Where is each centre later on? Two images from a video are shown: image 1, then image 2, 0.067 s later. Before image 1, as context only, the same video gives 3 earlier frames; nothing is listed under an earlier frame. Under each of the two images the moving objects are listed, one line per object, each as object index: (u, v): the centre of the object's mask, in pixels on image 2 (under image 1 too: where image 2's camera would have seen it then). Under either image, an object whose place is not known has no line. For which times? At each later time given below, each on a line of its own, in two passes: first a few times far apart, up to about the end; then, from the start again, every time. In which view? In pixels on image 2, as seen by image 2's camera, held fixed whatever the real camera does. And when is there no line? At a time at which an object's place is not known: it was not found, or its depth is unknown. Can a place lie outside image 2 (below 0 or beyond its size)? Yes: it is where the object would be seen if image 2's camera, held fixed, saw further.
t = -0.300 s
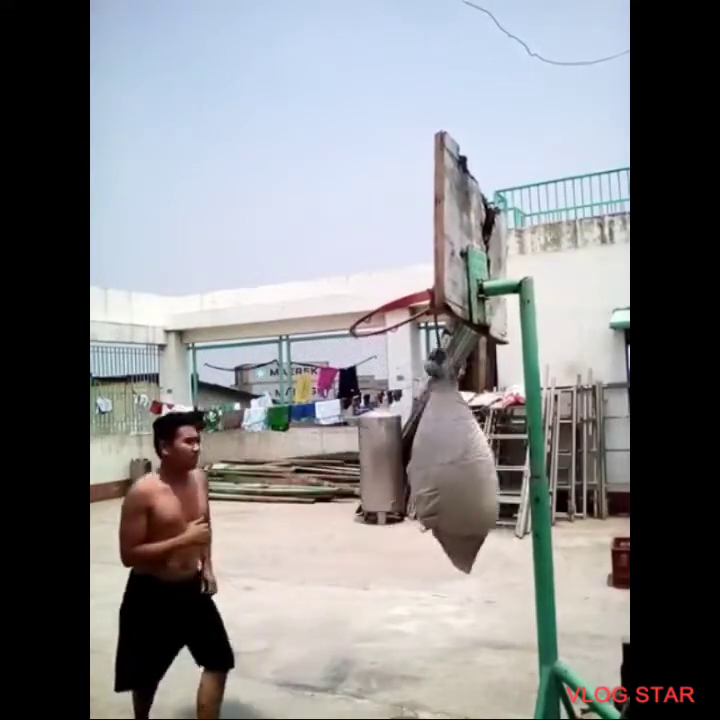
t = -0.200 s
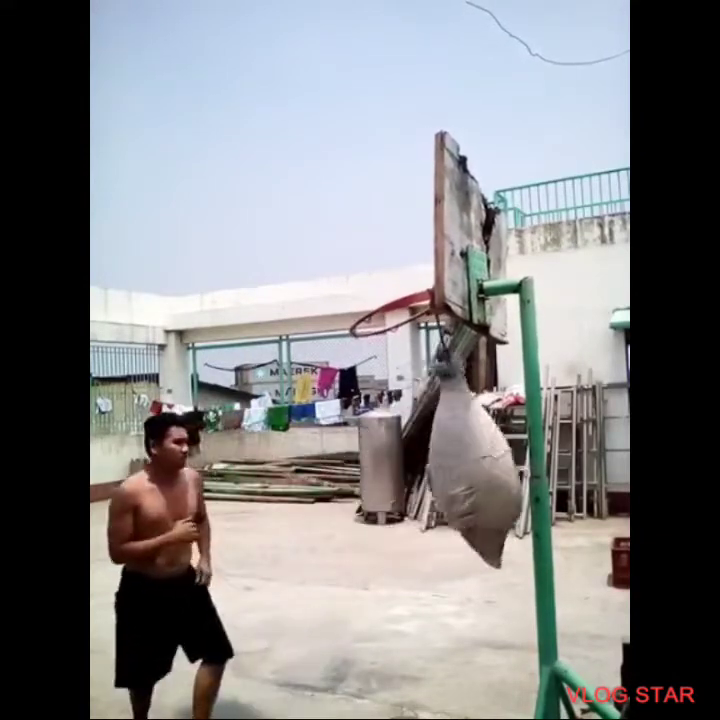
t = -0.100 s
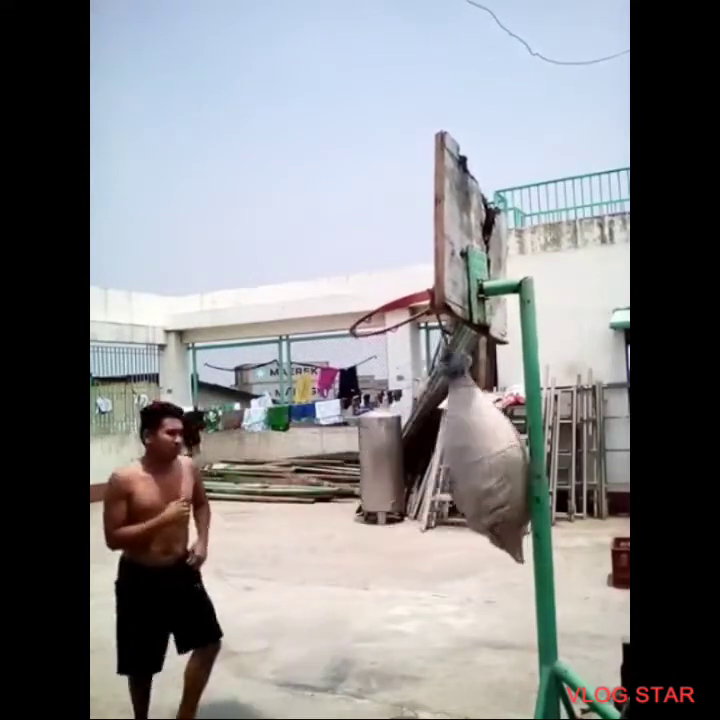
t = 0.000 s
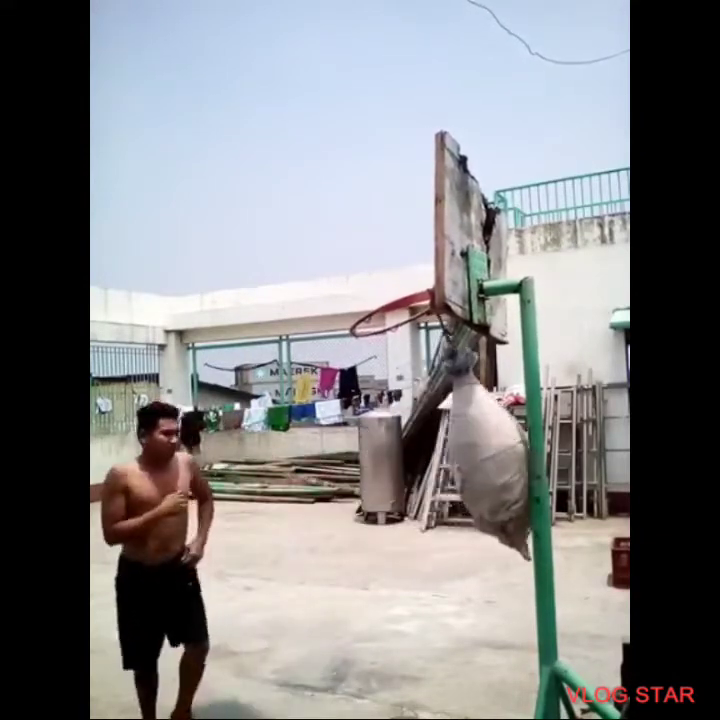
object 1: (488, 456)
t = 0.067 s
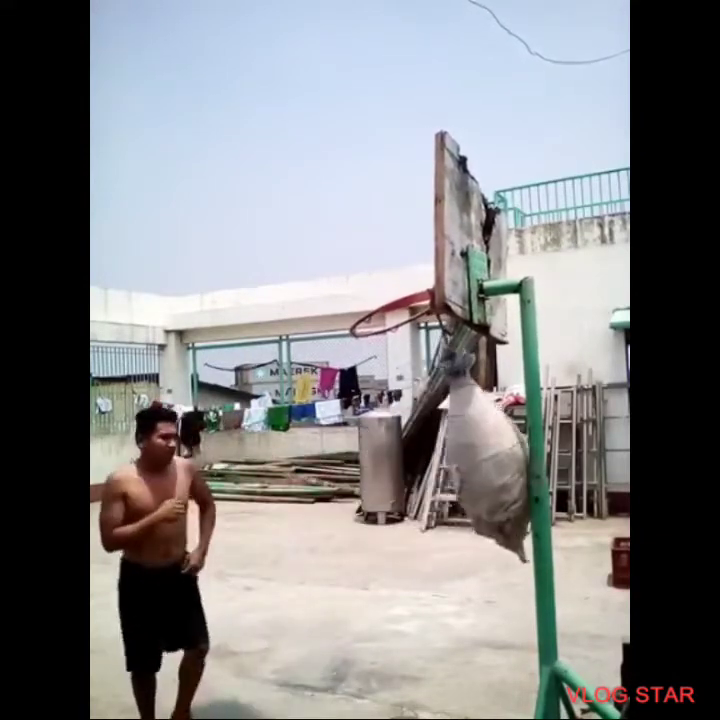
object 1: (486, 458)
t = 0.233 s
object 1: (469, 465)
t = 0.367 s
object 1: (446, 467)
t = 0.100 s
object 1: (484, 460)
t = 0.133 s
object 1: (482, 461)
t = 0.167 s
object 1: (479, 462)
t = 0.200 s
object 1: (474, 463)
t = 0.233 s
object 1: (469, 465)
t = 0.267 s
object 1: (464, 466)
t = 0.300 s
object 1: (458, 466)
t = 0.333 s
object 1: (452, 466)
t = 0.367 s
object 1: (446, 467)
